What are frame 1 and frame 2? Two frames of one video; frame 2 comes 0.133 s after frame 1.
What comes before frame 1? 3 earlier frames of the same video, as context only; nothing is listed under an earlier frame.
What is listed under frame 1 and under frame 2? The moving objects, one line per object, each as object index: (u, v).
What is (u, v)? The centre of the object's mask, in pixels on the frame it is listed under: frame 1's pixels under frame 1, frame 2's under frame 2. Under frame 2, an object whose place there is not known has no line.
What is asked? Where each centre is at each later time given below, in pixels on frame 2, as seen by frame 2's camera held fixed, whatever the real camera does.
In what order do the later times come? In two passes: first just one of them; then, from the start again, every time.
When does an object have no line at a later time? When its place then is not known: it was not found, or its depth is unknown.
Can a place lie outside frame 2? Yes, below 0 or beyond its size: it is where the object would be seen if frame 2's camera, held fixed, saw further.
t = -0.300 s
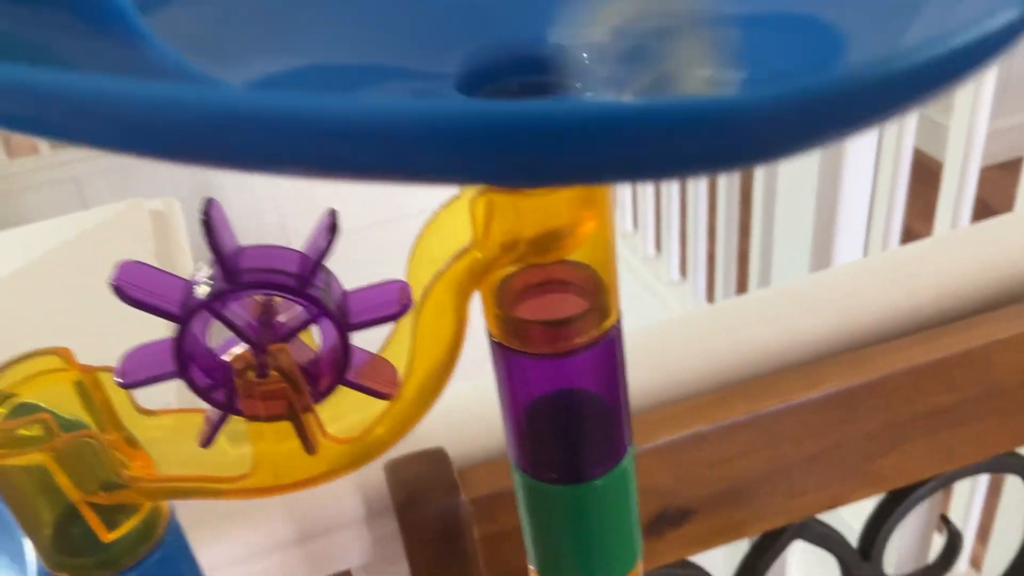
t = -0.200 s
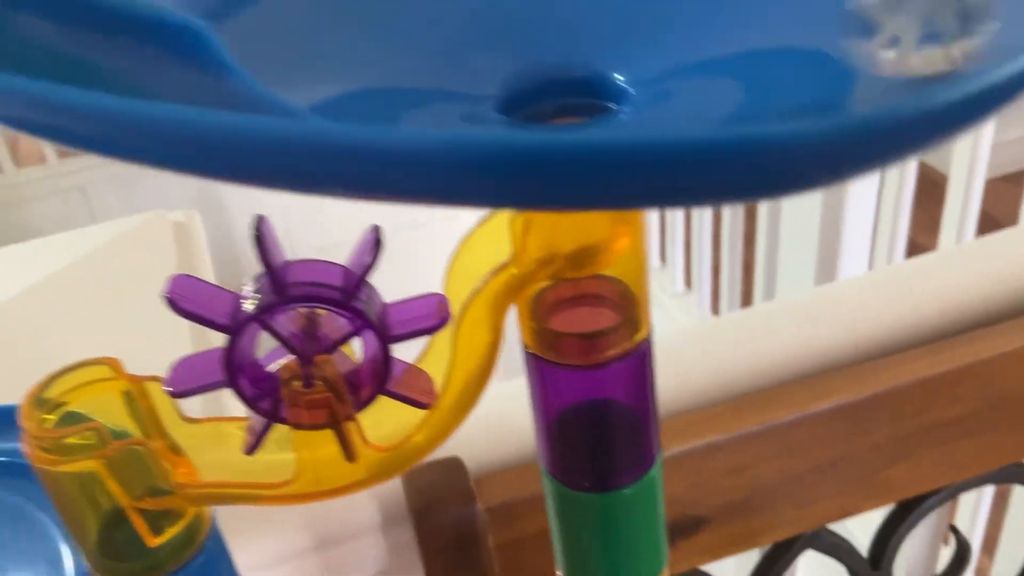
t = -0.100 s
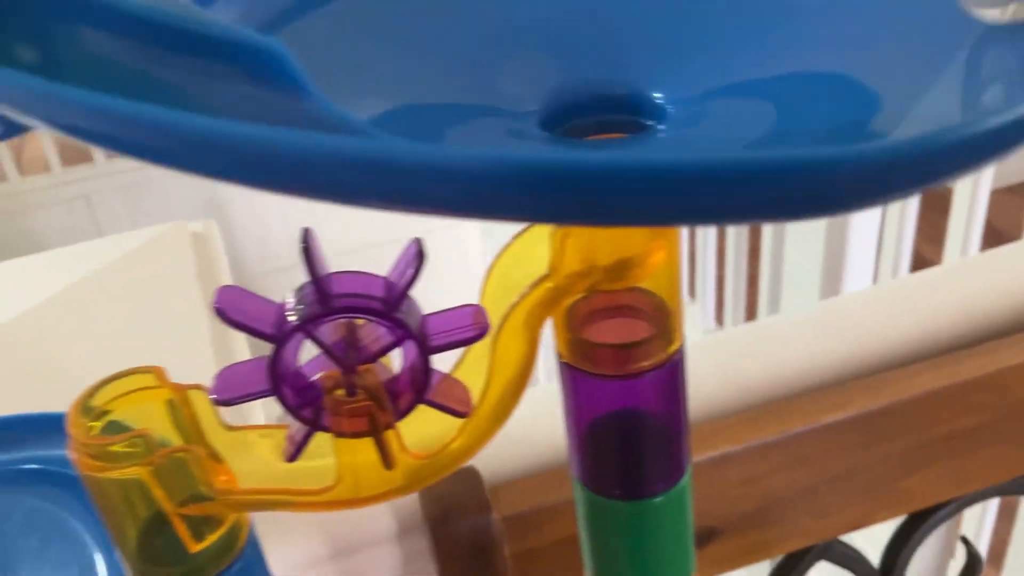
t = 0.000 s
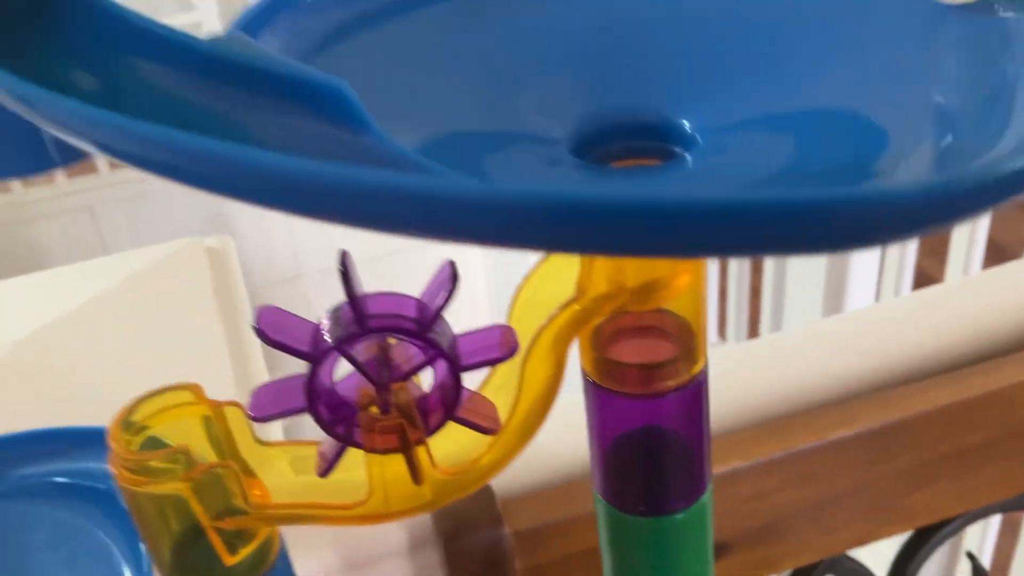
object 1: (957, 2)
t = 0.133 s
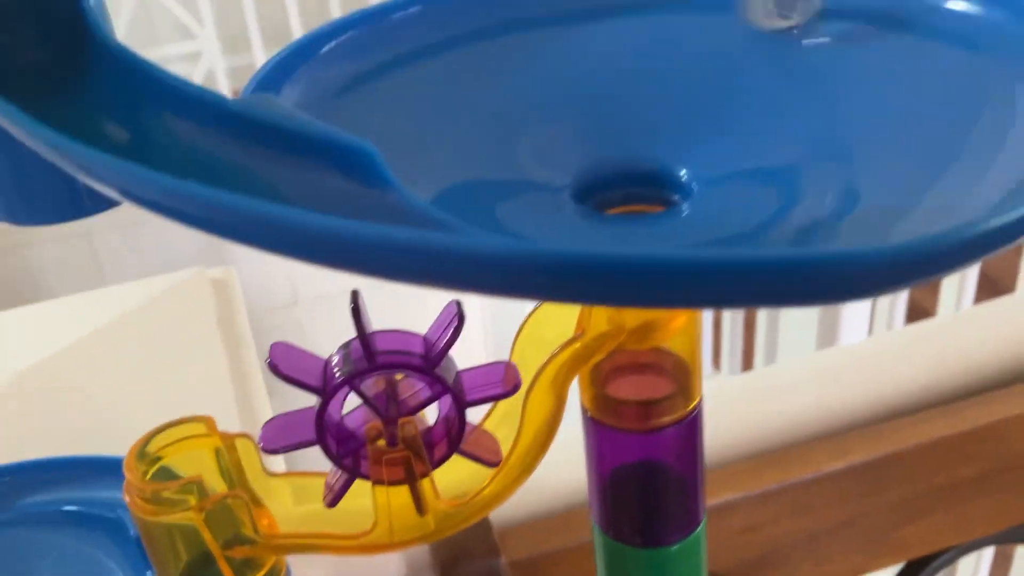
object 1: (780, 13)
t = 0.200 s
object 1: (682, 3)
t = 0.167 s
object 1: (730, 7)
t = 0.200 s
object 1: (682, 3)
